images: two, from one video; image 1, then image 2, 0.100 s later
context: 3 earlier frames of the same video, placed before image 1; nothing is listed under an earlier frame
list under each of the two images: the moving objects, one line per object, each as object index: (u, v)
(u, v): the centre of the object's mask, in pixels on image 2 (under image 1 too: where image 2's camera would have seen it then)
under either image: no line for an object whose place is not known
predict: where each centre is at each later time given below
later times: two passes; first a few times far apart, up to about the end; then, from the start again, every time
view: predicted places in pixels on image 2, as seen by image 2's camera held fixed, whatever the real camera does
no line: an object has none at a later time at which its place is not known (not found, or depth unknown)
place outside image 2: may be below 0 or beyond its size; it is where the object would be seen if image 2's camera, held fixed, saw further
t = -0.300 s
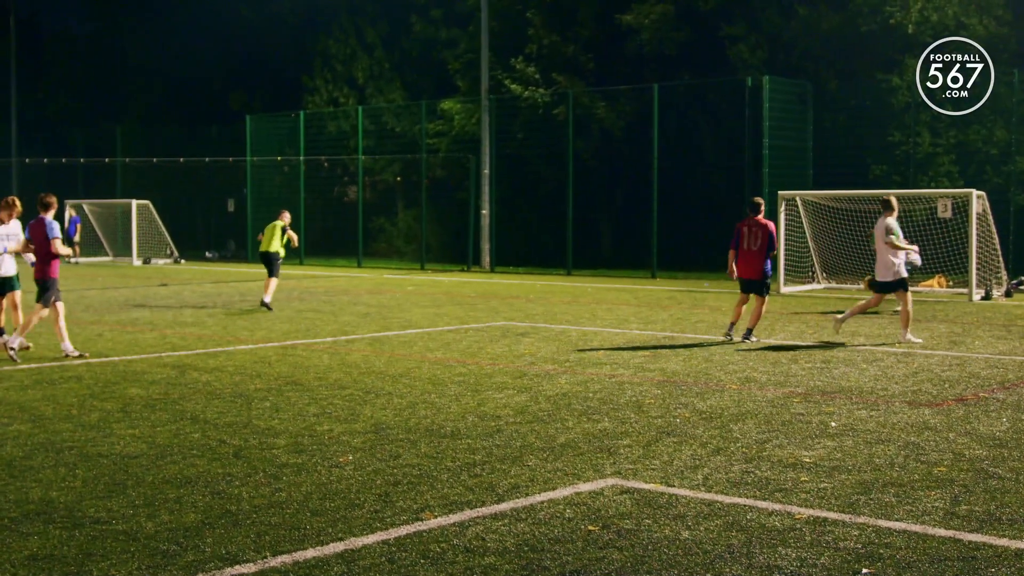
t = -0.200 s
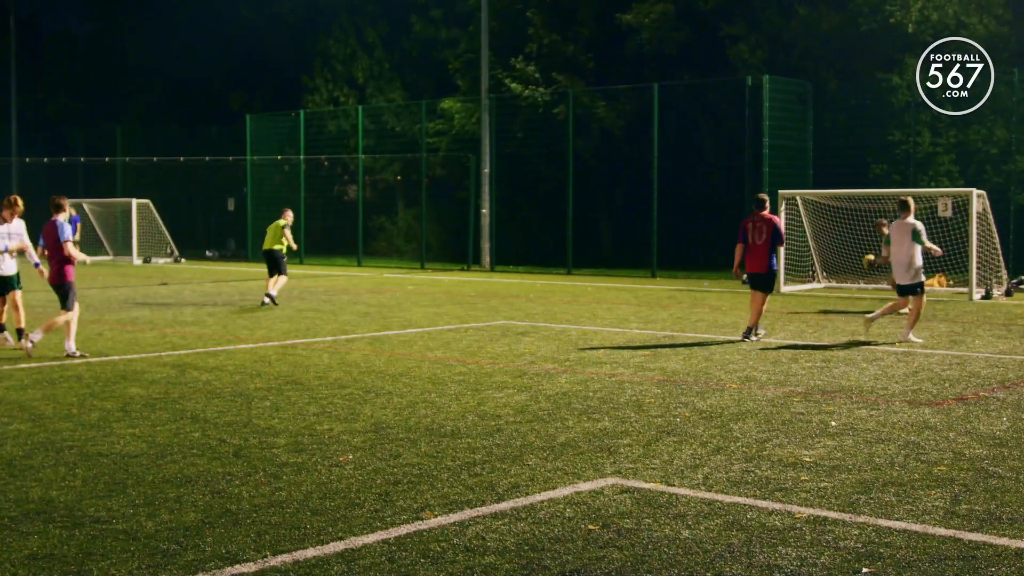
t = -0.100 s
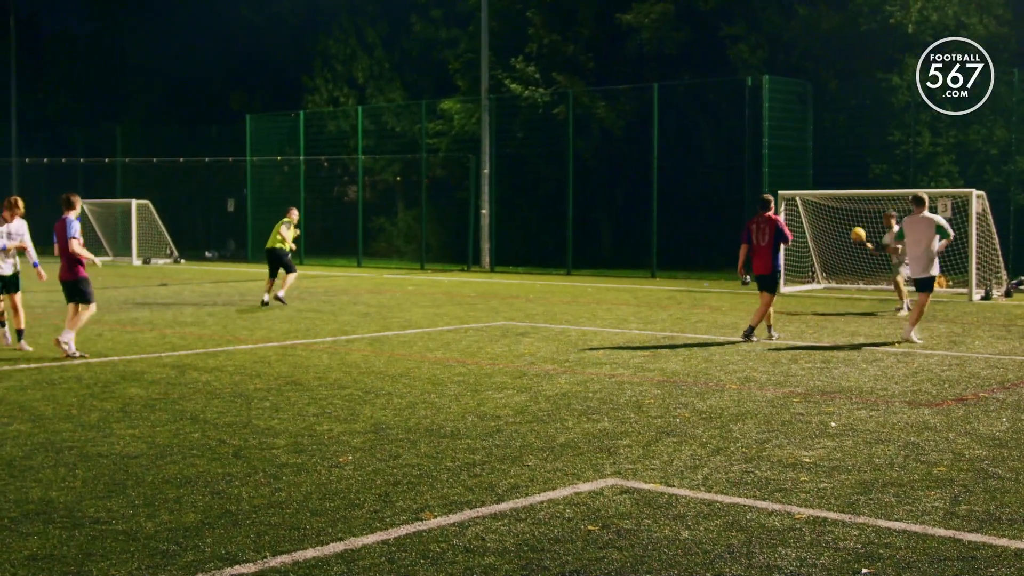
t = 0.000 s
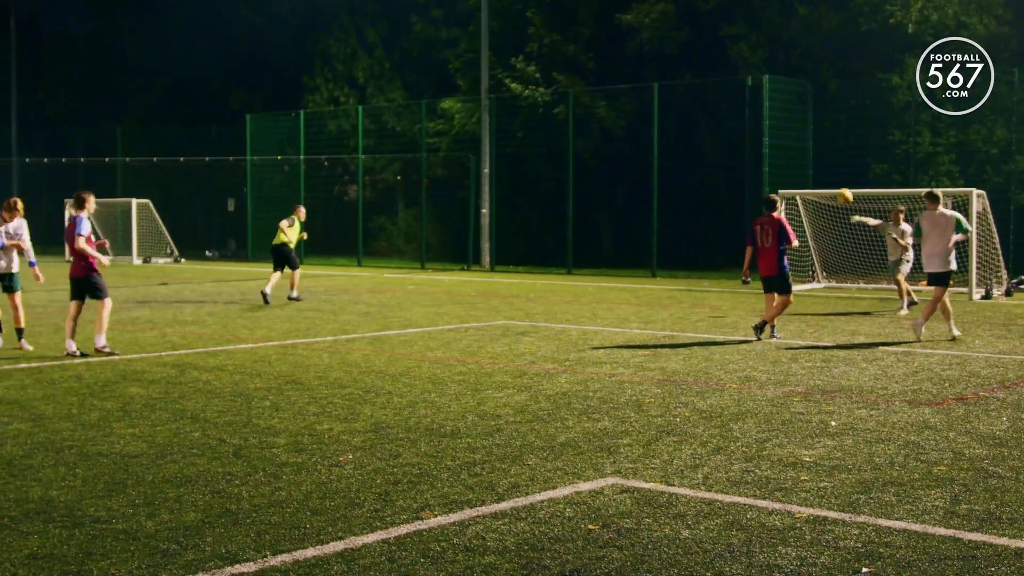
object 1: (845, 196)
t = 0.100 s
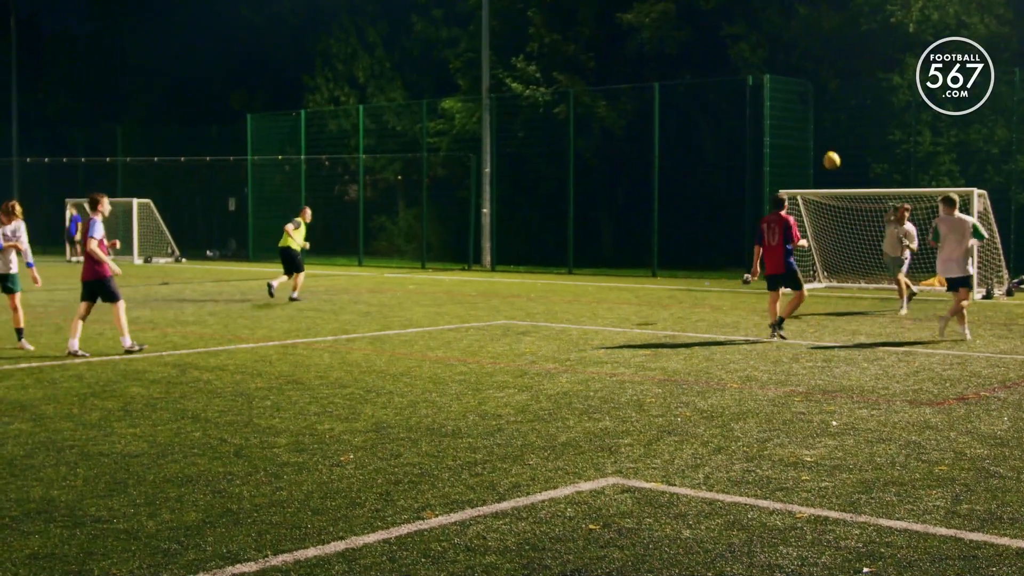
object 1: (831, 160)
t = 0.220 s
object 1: (812, 122)
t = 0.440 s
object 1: (769, 69)
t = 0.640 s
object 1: (717, 49)
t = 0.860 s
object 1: (643, 70)
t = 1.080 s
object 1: (542, 162)
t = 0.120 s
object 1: (828, 154)
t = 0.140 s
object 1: (825, 147)
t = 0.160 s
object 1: (822, 141)
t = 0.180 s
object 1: (819, 135)
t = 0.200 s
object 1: (815, 128)
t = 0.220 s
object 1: (812, 122)
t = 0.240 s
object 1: (809, 116)
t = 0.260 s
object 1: (805, 111)
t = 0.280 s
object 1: (802, 105)
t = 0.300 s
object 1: (798, 100)
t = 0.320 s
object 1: (794, 95)
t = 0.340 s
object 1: (790, 90)
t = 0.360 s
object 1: (786, 85)
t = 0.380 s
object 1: (782, 81)
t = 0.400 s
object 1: (778, 77)
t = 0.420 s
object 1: (774, 73)
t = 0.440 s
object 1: (769, 69)
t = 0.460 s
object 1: (764, 66)
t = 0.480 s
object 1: (760, 63)
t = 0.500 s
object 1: (755, 60)
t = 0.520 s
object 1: (750, 58)
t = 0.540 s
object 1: (745, 55)
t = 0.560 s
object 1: (739, 54)
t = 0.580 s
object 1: (734, 52)
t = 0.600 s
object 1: (729, 51)
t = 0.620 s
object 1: (723, 50)
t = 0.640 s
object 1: (717, 49)
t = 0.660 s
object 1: (712, 49)
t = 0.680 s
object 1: (706, 49)
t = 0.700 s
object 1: (699, 50)
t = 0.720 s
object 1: (693, 51)
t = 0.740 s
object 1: (686, 52)
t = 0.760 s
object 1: (679, 54)
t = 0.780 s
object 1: (672, 56)
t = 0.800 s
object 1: (665, 59)
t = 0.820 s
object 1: (658, 63)
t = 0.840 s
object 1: (650, 66)
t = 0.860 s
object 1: (643, 70)
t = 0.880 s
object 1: (635, 75)
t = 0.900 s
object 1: (627, 81)
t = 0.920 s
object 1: (618, 87)
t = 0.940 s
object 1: (610, 94)
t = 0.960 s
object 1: (601, 101)
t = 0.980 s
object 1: (592, 109)
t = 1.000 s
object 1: (582, 118)
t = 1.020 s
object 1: (573, 128)
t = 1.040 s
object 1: (563, 138)
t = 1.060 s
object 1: (553, 150)
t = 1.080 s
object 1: (542, 162)
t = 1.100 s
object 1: (532, 175)
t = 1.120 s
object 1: (521, 189)
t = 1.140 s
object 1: (510, 204)
